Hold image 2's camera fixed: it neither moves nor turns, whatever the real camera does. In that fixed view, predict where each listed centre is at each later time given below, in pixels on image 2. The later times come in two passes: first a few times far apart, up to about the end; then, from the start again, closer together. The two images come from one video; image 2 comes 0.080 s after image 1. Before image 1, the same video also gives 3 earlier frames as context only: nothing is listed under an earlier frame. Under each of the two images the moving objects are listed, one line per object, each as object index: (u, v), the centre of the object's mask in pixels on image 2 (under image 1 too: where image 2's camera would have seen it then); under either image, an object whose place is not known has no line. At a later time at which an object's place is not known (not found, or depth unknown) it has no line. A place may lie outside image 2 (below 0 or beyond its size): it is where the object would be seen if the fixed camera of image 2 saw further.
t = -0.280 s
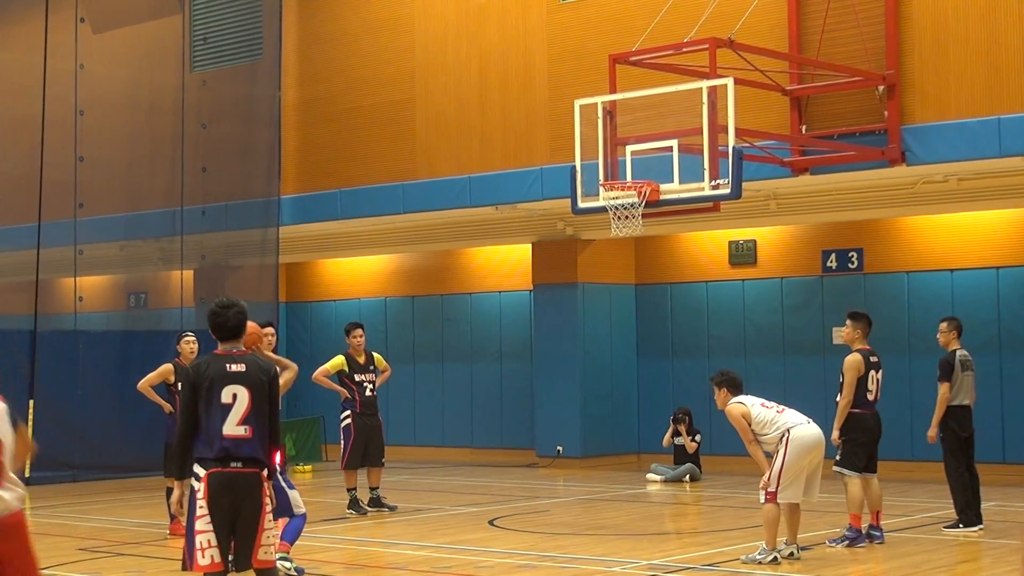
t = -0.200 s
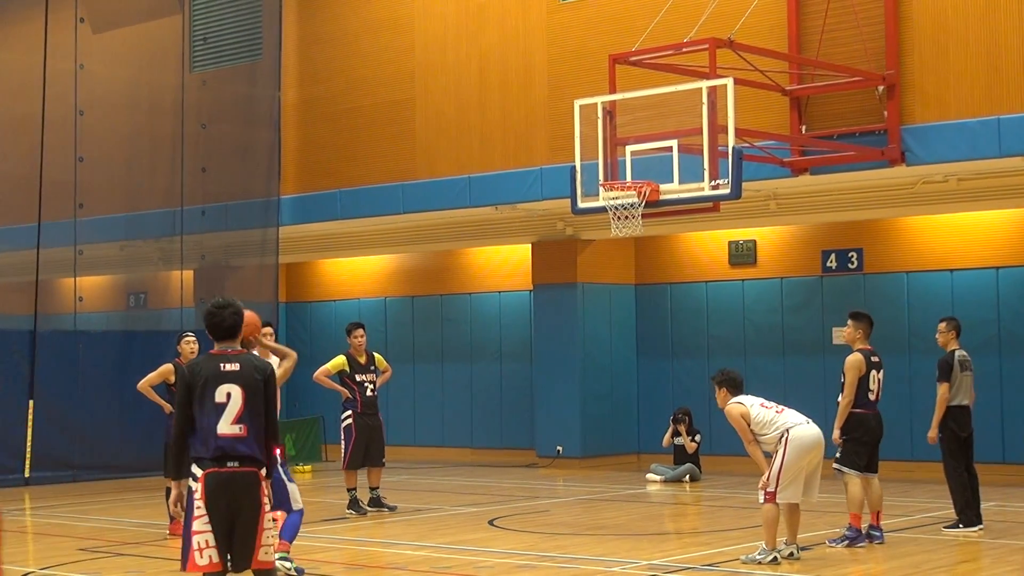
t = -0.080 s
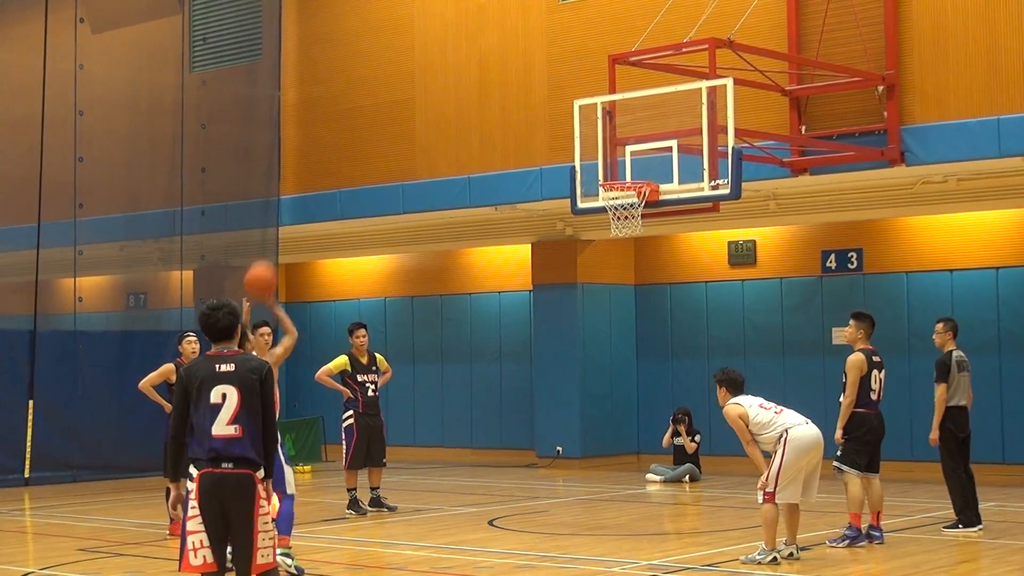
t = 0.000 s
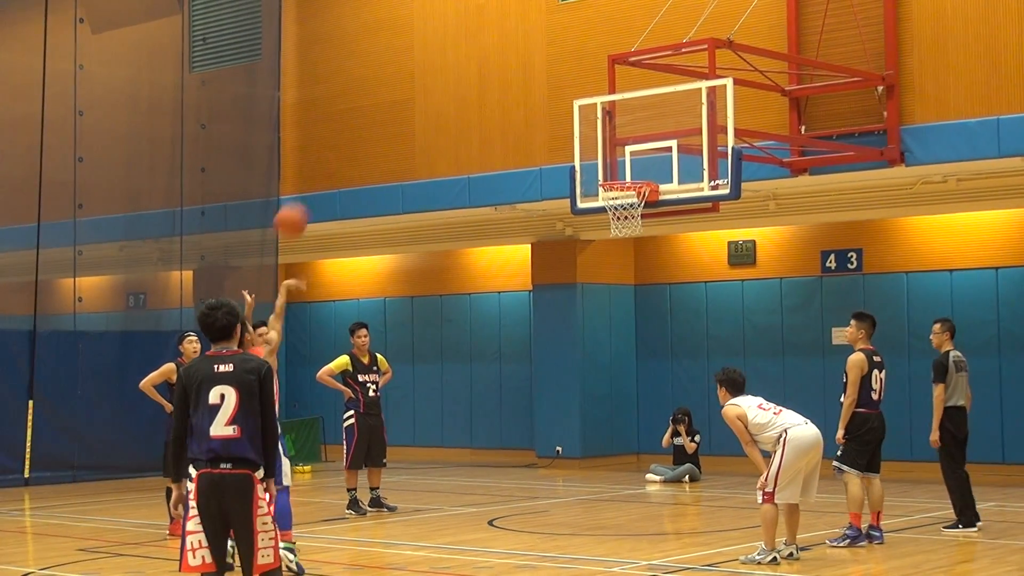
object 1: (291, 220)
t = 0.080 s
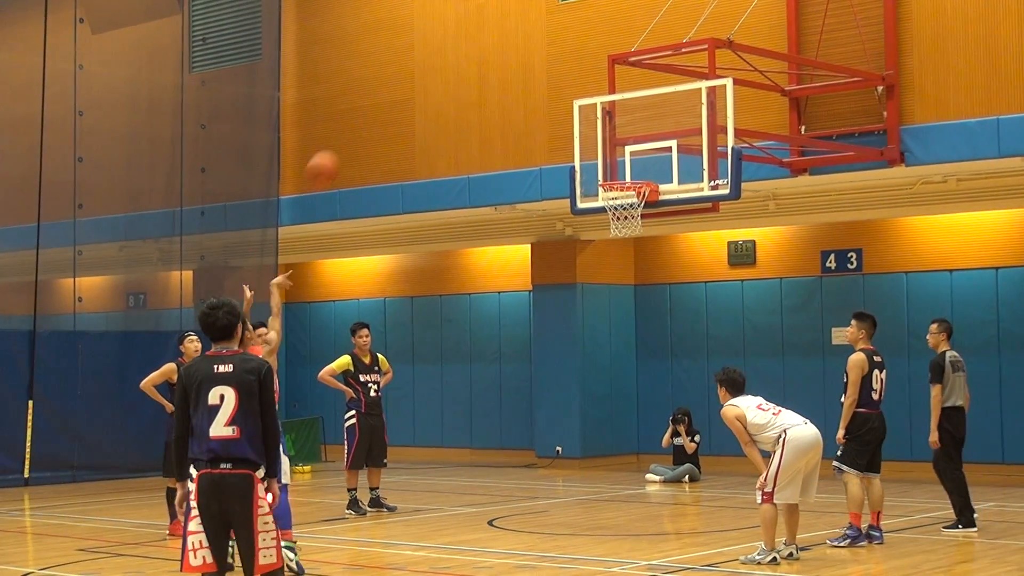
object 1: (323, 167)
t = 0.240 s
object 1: (383, 94)
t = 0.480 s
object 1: (464, 47)
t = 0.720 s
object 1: (539, 65)
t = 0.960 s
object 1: (609, 142)
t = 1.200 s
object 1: (614, 236)
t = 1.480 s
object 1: (581, 377)
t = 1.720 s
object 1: (553, 484)
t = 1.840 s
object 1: (535, 422)
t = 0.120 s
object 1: (338, 145)
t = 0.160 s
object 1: (354, 126)
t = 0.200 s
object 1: (369, 109)
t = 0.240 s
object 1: (383, 94)
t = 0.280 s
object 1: (397, 82)
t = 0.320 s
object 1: (411, 70)
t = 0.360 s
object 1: (424, 62)
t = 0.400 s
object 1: (438, 55)
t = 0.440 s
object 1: (451, 50)
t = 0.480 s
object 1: (464, 47)
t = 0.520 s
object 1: (477, 46)
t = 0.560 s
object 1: (490, 46)
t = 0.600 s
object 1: (502, 48)
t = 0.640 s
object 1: (515, 52)
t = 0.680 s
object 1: (527, 57)
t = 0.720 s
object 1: (539, 65)
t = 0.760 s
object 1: (551, 74)
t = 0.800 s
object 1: (562, 84)
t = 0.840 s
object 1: (573, 96)
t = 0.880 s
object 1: (586, 111)
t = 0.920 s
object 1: (597, 125)
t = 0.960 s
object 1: (609, 142)
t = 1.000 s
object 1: (619, 158)
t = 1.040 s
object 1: (632, 175)
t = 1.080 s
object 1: (629, 194)
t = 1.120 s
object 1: (622, 212)
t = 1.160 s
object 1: (618, 226)
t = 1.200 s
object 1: (614, 236)
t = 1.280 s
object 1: (604, 267)
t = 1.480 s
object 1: (581, 377)
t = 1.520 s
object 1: (577, 404)
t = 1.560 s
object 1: (573, 433)
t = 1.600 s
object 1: (569, 465)
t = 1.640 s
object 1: (565, 499)
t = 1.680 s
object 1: (560, 510)
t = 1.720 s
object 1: (553, 484)
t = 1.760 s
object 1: (547, 462)
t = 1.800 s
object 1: (541, 441)
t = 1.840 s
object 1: (535, 422)
